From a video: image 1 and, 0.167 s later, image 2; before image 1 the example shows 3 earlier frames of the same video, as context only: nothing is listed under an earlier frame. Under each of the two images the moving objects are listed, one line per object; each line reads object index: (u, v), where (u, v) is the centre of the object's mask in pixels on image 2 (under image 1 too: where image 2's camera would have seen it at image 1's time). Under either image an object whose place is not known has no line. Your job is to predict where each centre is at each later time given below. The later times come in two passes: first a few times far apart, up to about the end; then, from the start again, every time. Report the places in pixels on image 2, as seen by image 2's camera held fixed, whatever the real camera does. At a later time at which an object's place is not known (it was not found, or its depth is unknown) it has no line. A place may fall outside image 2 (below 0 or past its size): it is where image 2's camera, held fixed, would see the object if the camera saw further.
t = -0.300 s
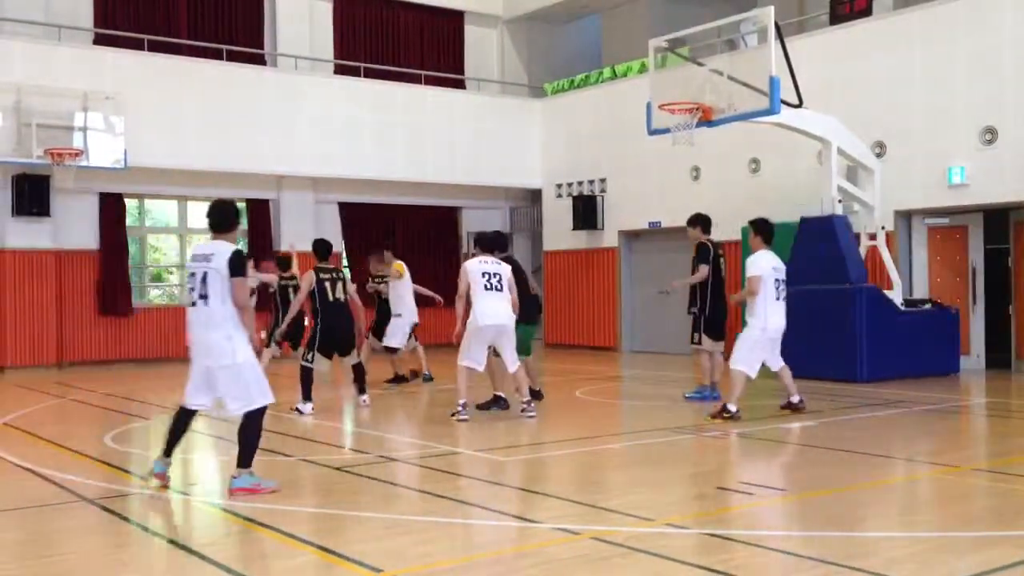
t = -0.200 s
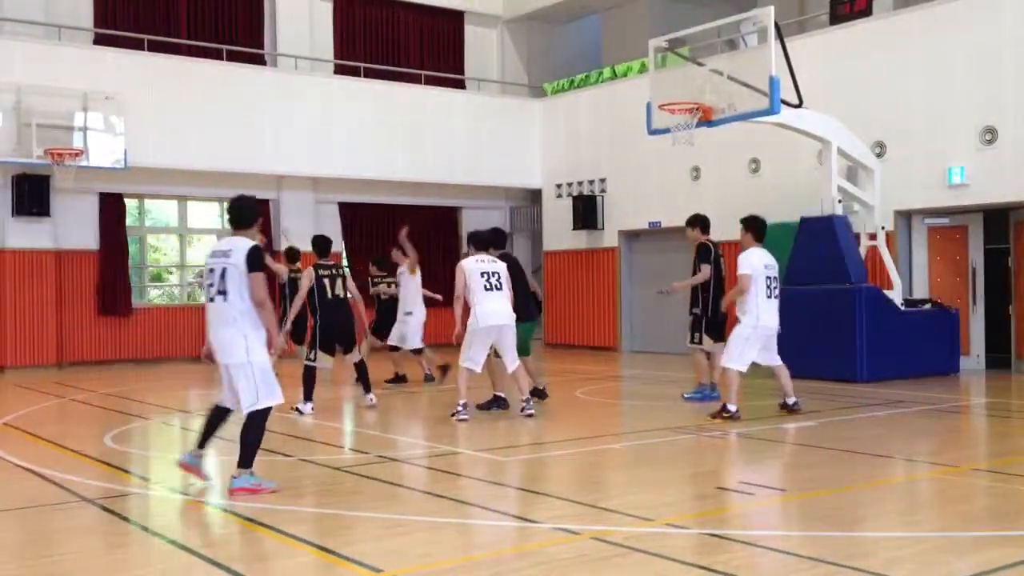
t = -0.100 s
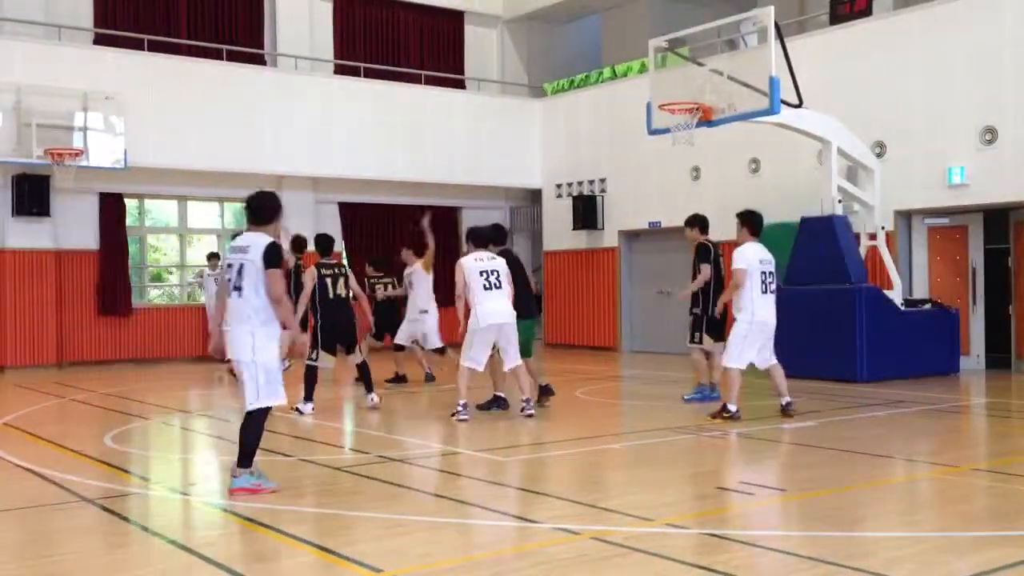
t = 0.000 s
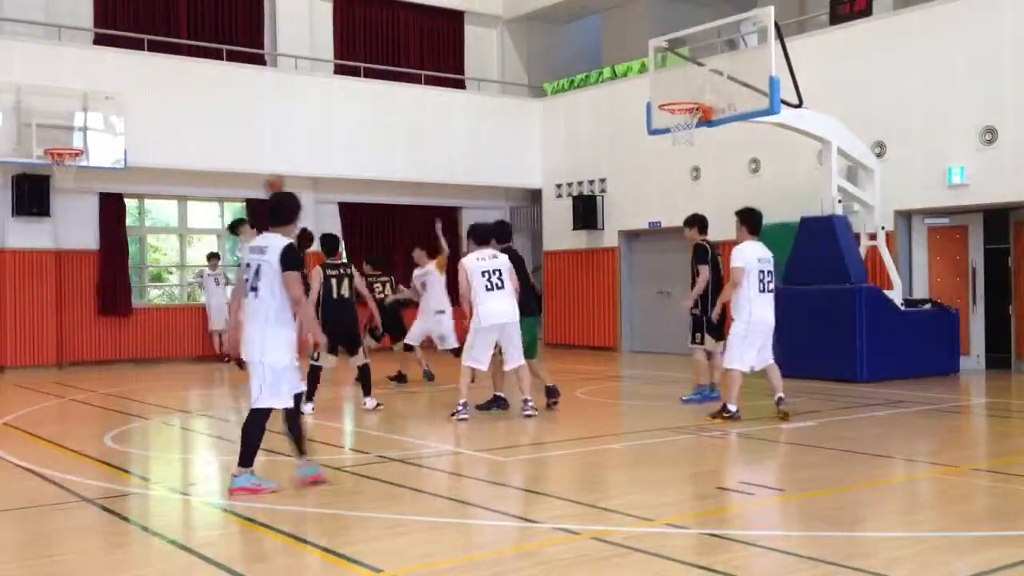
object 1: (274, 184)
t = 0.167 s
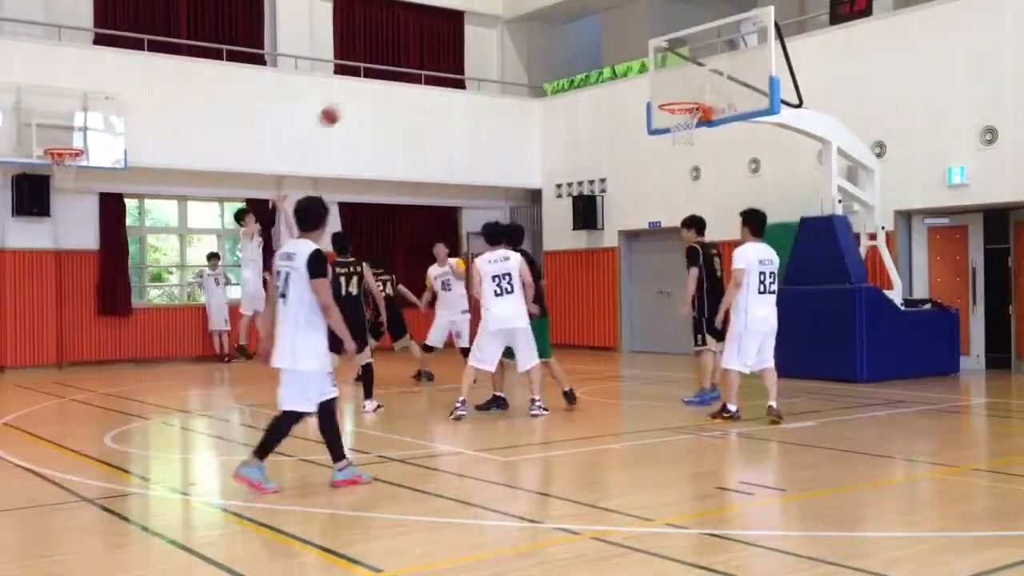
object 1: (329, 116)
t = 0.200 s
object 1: (341, 104)
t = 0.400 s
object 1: (412, 52)
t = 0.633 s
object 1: (498, 30)
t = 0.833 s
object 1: (576, 47)
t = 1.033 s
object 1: (657, 96)
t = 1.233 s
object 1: (677, 47)
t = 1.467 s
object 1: (698, 25)
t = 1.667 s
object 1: (717, 48)
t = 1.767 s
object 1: (727, 73)
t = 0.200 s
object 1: (341, 104)
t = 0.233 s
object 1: (352, 94)
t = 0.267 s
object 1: (364, 84)
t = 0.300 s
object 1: (375, 75)
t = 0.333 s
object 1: (388, 67)
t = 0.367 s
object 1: (400, 58)
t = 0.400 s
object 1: (412, 52)
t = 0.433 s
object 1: (424, 46)
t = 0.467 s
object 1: (436, 40)
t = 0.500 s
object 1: (448, 37)
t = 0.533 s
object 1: (460, 34)
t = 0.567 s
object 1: (473, 33)
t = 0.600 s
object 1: (485, 32)
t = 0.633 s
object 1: (498, 30)
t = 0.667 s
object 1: (511, 32)
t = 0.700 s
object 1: (523, 33)
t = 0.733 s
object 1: (536, 34)
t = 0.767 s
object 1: (549, 37)
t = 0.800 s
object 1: (562, 42)
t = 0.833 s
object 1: (576, 47)
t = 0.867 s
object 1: (589, 53)
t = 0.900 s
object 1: (601, 60)
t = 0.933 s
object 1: (616, 67)
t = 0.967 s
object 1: (630, 76)
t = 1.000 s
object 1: (644, 86)
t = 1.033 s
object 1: (657, 96)
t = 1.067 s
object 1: (662, 88)
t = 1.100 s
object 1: (665, 79)
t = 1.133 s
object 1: (669, 69)
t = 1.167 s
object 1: (671, 61)
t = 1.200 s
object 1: (675, 53)
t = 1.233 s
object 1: (677, 47)
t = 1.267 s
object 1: (679, 41)
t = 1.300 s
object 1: (682, 37)
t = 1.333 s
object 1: (686, 32)
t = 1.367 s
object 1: (689, 29)
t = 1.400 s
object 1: (692, 26)
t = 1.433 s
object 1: (695, 26)
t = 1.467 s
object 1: (698, 25)
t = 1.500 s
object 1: (701, 26)
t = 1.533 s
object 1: (705, 28)
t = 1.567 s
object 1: (707, 32)
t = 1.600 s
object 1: (710, 37)
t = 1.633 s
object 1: (713, 42)
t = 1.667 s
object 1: (717, 48)
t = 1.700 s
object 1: (721, 55)
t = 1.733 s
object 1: (724, 64)
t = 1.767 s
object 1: (727, 73)
